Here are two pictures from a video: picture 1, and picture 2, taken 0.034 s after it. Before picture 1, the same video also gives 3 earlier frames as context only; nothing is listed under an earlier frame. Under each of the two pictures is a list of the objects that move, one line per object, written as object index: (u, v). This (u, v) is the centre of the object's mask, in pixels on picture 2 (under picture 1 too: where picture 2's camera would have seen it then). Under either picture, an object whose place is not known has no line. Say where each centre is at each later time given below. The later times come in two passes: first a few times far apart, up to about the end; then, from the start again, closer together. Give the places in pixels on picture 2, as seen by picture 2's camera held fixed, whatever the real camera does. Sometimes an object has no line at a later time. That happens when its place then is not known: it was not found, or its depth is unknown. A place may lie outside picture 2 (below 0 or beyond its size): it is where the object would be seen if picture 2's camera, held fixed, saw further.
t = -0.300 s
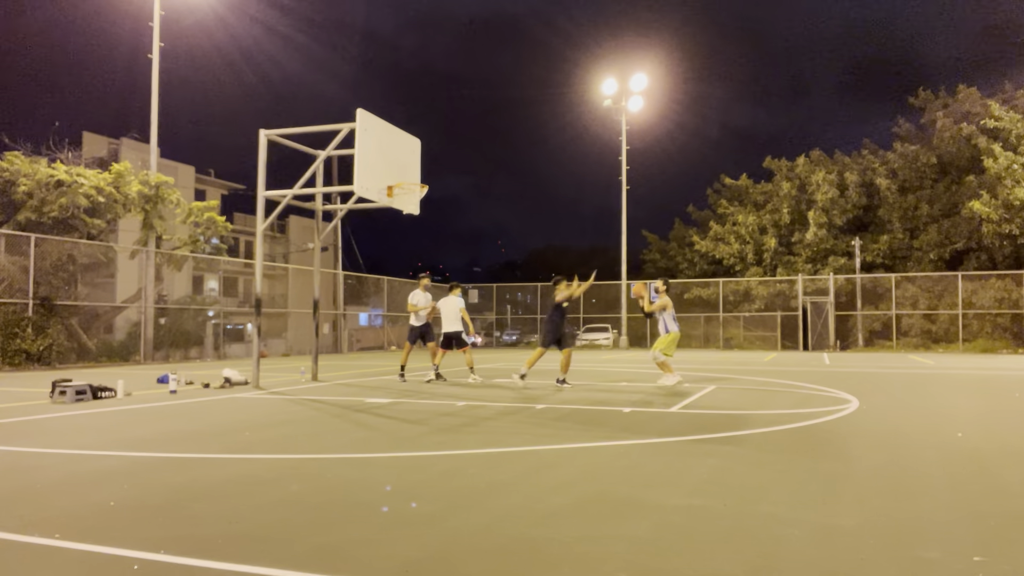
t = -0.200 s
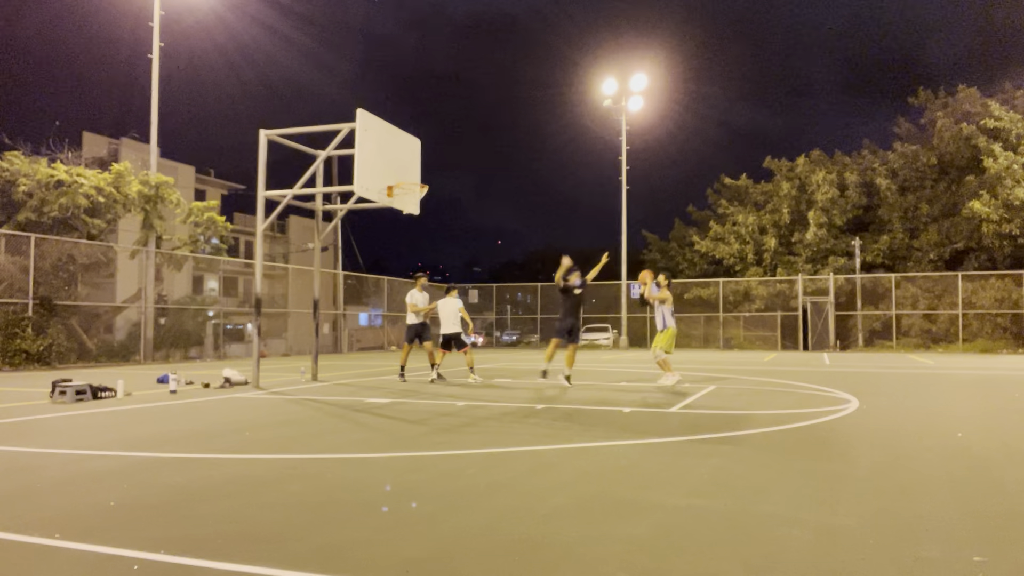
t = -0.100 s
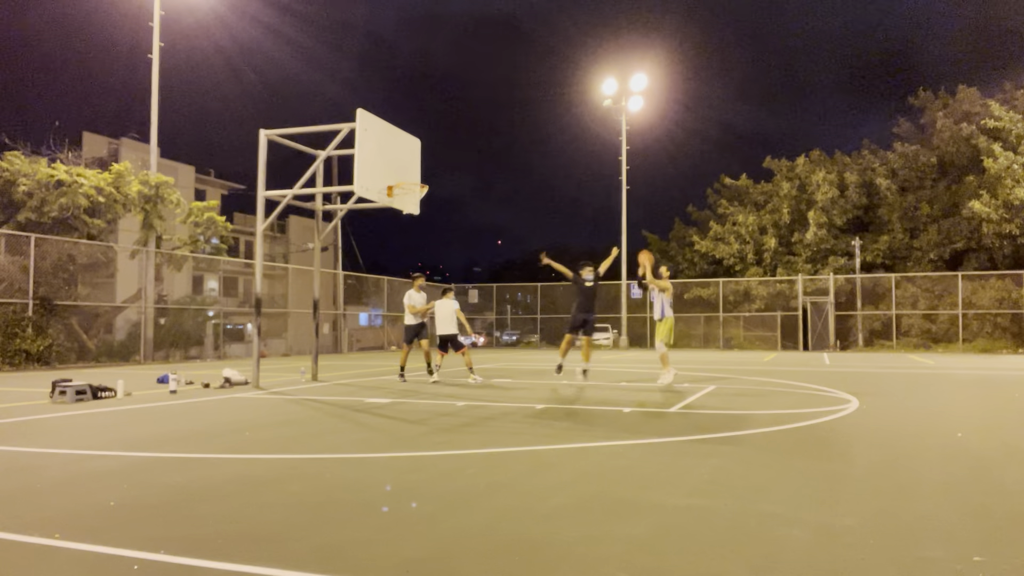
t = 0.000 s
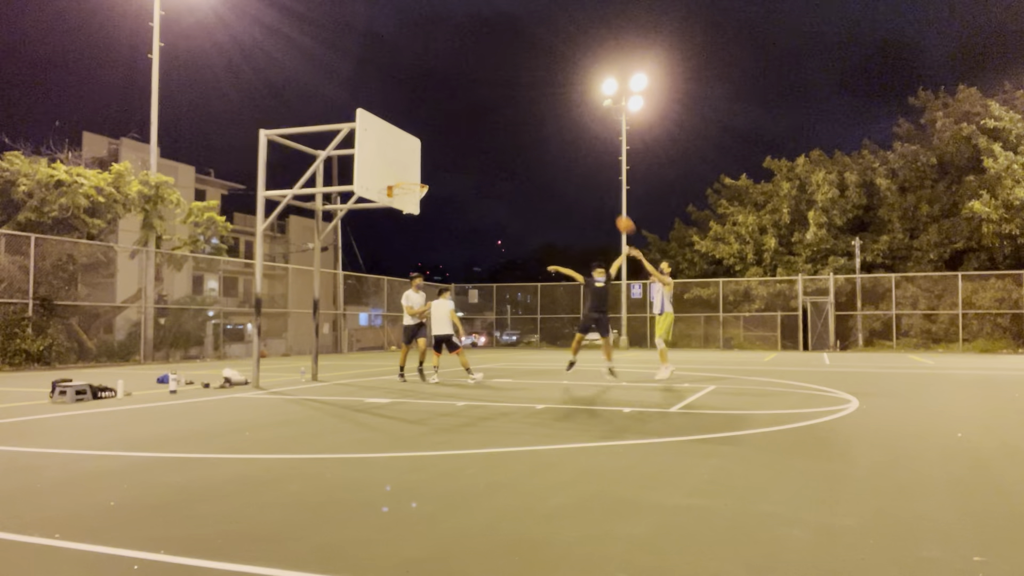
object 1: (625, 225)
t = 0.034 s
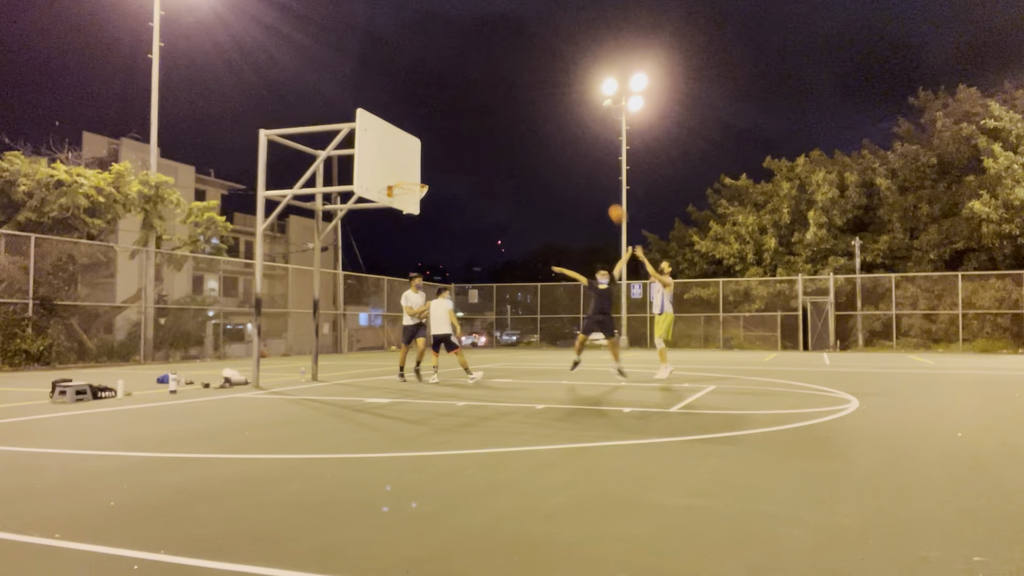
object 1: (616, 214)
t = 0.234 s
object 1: (571, 163)
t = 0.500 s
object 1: (508, 133)
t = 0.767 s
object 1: (444, 147)
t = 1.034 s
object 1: (421, 176)
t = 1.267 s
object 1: (462, 188)
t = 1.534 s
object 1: (504, 238)
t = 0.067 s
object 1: (610, 204)
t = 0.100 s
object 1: (602, 195)
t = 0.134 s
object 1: (594, 186)
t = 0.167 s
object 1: (586, 178)
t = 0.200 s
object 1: (579, 170)
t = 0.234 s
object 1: (571, 163)
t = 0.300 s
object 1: (555, 152)
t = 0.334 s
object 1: (548, 147)
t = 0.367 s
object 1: (540, 143)
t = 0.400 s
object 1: (532, 139)
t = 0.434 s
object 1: (524, 137)
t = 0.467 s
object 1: (516, 135)
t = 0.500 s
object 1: (508, 133)
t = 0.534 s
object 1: (500, 133)
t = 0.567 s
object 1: (492, 133)
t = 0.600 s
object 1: (484, 133)
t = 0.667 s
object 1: (468, 137)
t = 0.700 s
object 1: (460, 139)
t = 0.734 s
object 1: (452, 143)
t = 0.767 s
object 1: (444, 147)
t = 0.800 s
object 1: (436, 152)
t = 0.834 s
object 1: (429, 157)
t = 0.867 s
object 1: (421, 163)
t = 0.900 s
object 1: (412, 171)
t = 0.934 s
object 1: (403, 177)
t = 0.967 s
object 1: (406, 179)
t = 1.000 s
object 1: (414, 176)
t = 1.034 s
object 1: (421, 176)
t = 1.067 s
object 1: (427, 176)
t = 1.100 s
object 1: (432, 176)
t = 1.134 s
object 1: (438, 177)
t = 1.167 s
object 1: (445, 179)
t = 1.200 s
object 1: (450, 181)
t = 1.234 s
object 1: (456, 185)
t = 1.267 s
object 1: (462, 188)
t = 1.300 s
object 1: (468, 193)
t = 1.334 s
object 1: (473, 197)
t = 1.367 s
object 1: (479, 203)
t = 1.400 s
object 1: (484, 209)
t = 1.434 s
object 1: (489, 215)
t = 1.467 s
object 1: (495, 222)
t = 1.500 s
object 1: (500, 230)
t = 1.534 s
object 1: (504, 238)
